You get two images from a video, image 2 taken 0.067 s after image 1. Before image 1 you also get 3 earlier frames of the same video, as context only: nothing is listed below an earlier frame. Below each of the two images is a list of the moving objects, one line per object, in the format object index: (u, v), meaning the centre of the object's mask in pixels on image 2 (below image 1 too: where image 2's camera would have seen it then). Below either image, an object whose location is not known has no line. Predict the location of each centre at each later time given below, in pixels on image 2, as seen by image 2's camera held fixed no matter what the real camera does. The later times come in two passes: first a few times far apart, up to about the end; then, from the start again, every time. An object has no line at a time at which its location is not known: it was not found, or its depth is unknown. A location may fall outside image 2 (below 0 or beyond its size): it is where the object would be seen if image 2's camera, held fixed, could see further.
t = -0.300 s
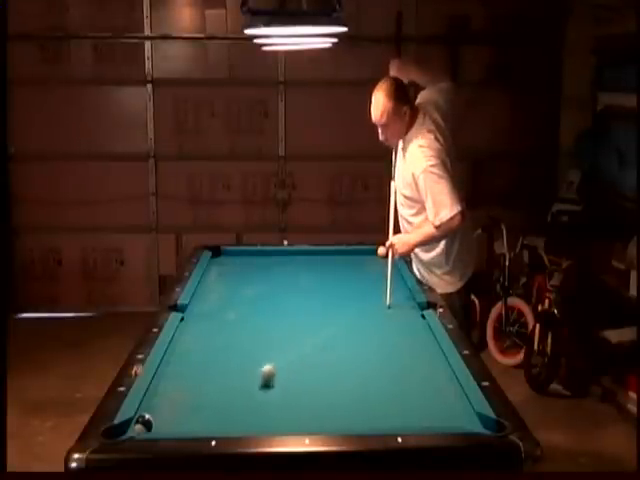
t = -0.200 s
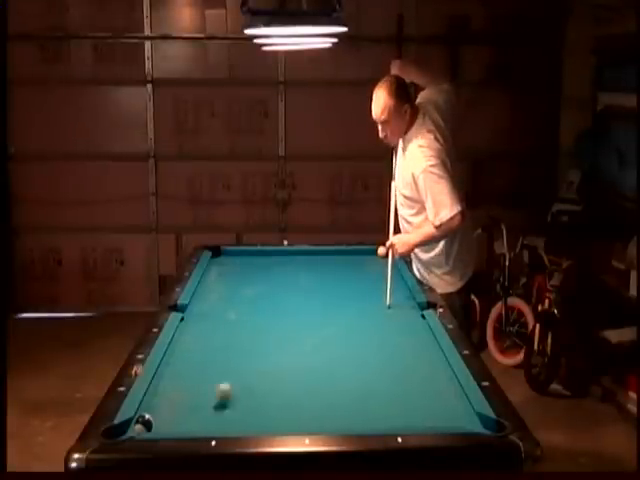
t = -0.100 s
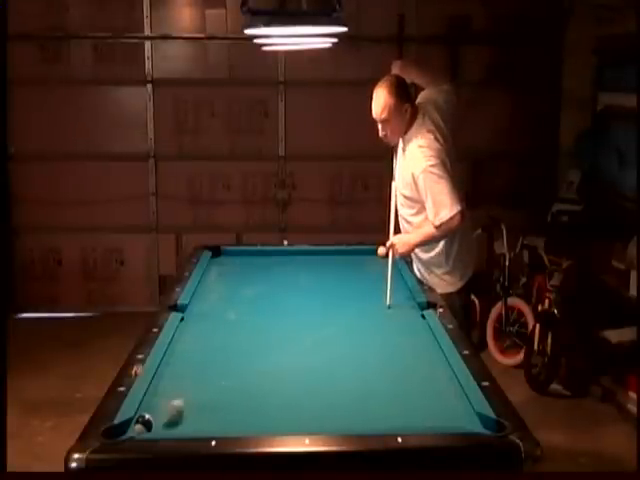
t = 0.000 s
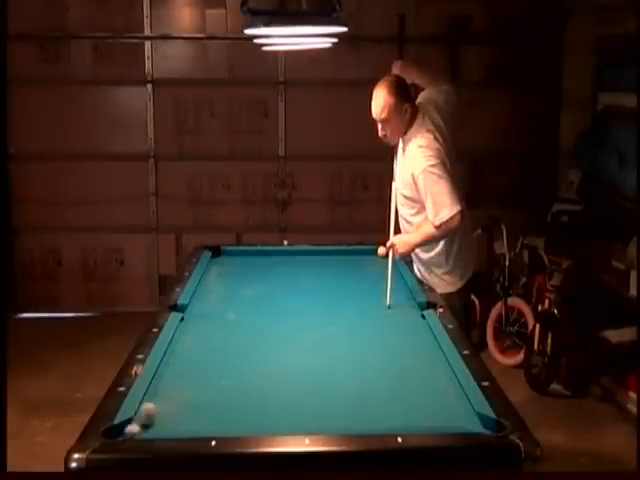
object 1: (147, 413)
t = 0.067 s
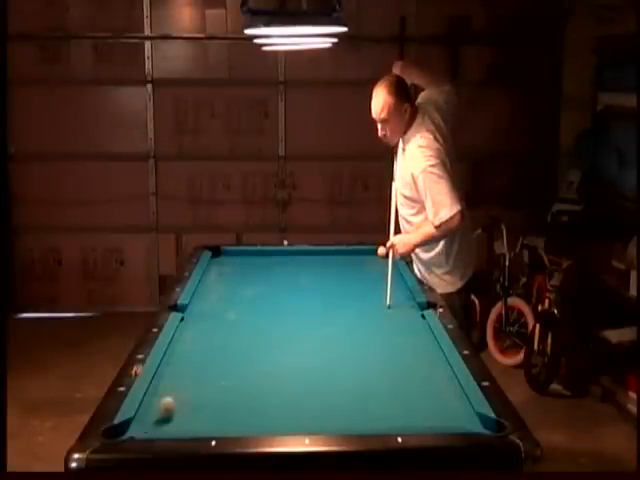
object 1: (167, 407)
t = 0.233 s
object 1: (205, 385)
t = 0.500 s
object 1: (250, 348)
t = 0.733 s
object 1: (280, 324)
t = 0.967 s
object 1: (305, 304)
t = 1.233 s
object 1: (329, 284)
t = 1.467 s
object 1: (346, 270)
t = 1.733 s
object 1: (362, 257)
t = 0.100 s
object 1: (176, 403)
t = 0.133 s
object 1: (184, 399)
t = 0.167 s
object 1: (191, 395)
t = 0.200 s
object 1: (198, 390)
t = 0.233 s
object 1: (205, 385)
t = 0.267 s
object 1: (211, 380)
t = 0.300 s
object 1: (217, 375)
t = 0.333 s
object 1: (224, 370)
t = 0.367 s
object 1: (229, 365)
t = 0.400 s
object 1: (234, 361)
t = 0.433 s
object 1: (240, 356)
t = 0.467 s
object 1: (245, 352)
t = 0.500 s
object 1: (250, 348)
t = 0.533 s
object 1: (254, 345)
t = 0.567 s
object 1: (259, 341)
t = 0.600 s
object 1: (263, 337)
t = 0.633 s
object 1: (268, 333)
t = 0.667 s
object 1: (272, 331)
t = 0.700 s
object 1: (276, 327)
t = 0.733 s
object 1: (280, 324)
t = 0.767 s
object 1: (284, 321)
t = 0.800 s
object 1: (288, 318)
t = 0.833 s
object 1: (292, 315)
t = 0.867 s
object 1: (295, 312)
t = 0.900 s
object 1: (299, 309)
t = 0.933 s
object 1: (302, 306)
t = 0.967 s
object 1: (305, 304)
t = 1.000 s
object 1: (308, 301)
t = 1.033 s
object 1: (311, 299)
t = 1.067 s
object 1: (314, 296)
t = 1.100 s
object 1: (318, 294)
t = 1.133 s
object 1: (320, 291)
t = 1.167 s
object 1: (323, 289)
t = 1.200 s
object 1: (326, 287)
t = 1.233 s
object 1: (329, 284)
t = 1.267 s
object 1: (331, 282)
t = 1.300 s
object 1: (334, 280)
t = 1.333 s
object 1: (336, 278)
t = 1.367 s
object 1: (339, 276)
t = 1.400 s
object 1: (341, 274)
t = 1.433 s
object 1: (343, 272)
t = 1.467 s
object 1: (346, 270)
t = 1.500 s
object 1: (348, 268)
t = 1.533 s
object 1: (350, 266)
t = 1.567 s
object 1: (352, 265)
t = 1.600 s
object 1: (354, 263)
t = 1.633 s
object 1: (356, 261)
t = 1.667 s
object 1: (358, 260)
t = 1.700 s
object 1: (360, 258)
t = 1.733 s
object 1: (362, 257)
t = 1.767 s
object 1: (364, 255)
